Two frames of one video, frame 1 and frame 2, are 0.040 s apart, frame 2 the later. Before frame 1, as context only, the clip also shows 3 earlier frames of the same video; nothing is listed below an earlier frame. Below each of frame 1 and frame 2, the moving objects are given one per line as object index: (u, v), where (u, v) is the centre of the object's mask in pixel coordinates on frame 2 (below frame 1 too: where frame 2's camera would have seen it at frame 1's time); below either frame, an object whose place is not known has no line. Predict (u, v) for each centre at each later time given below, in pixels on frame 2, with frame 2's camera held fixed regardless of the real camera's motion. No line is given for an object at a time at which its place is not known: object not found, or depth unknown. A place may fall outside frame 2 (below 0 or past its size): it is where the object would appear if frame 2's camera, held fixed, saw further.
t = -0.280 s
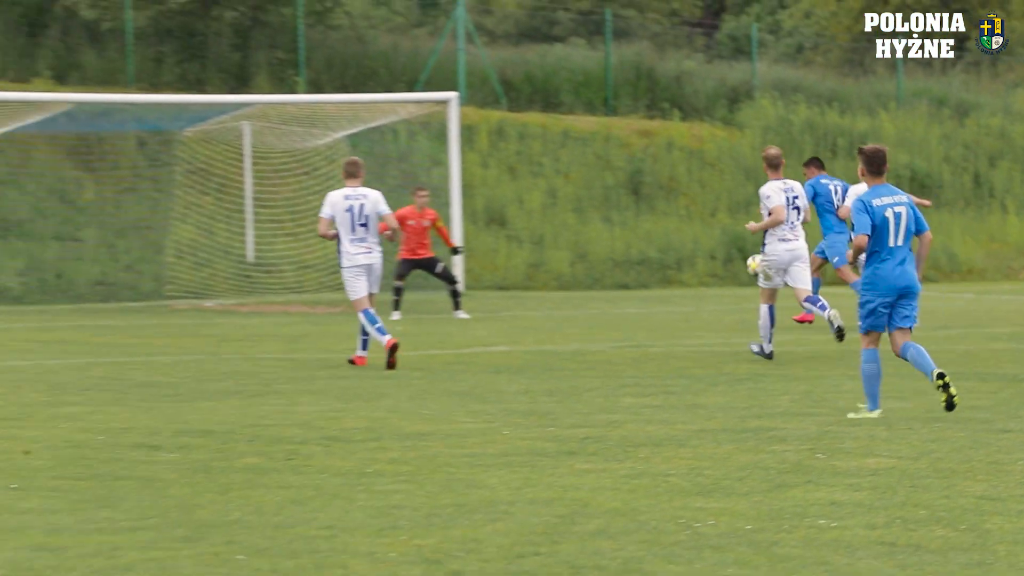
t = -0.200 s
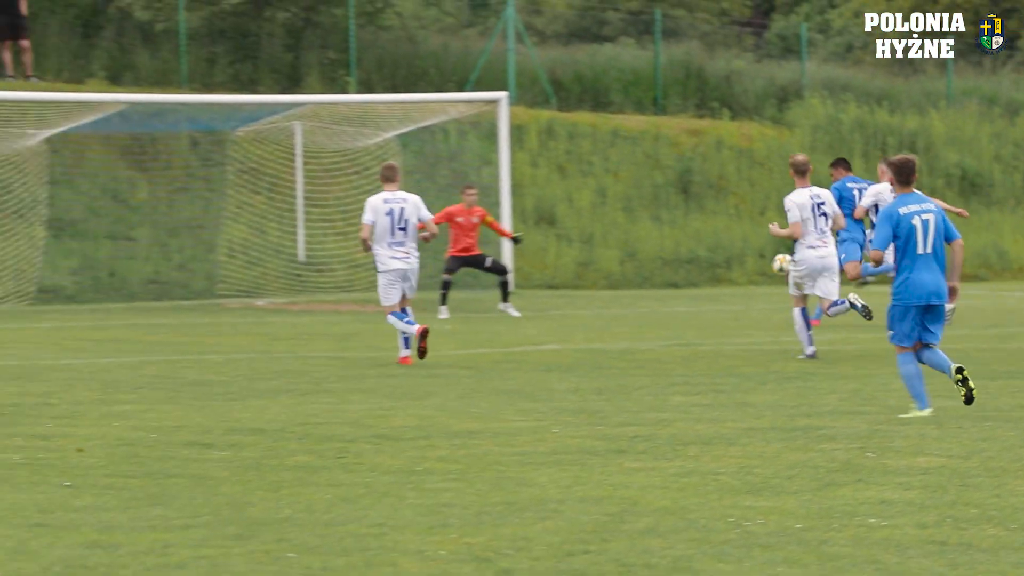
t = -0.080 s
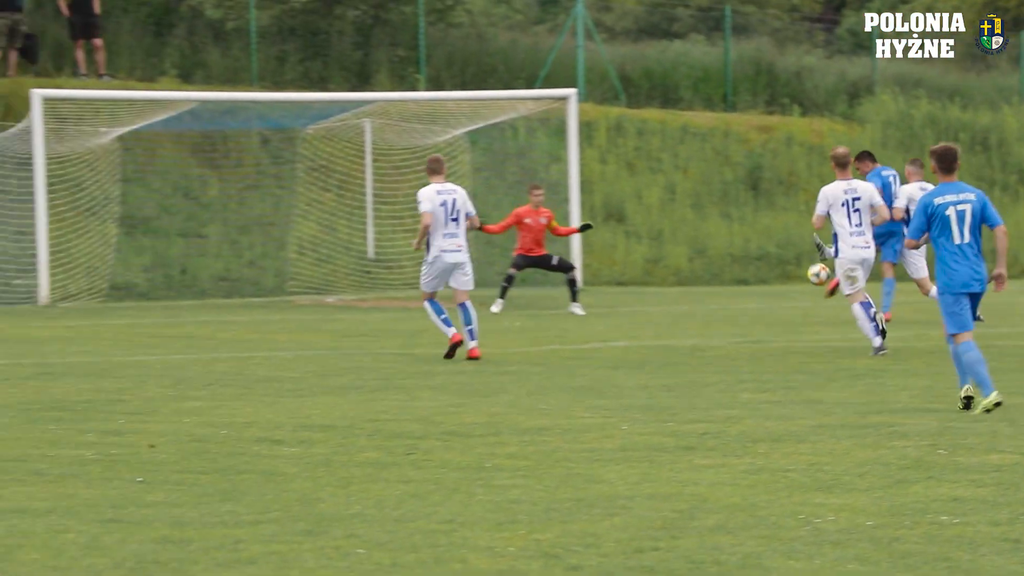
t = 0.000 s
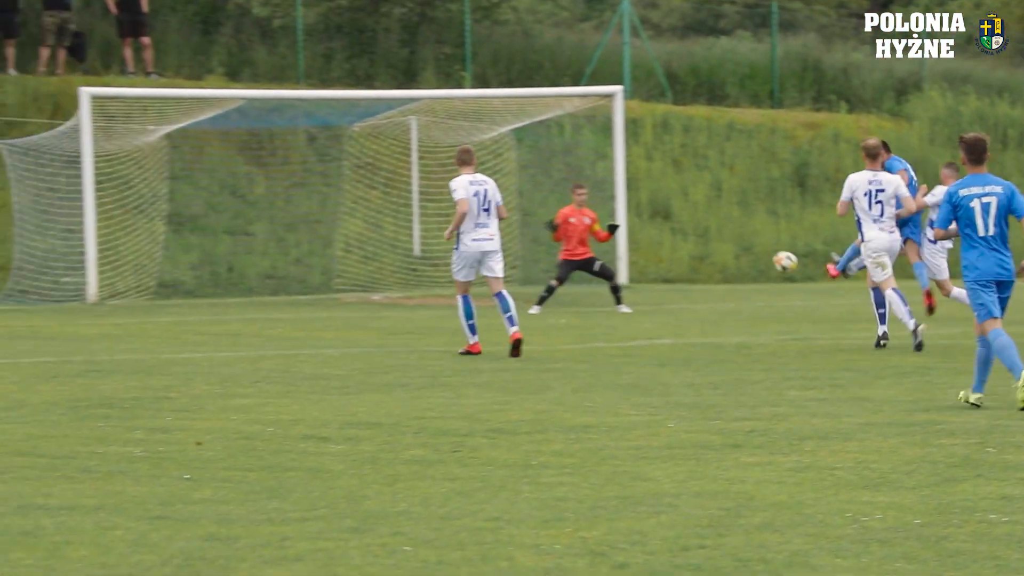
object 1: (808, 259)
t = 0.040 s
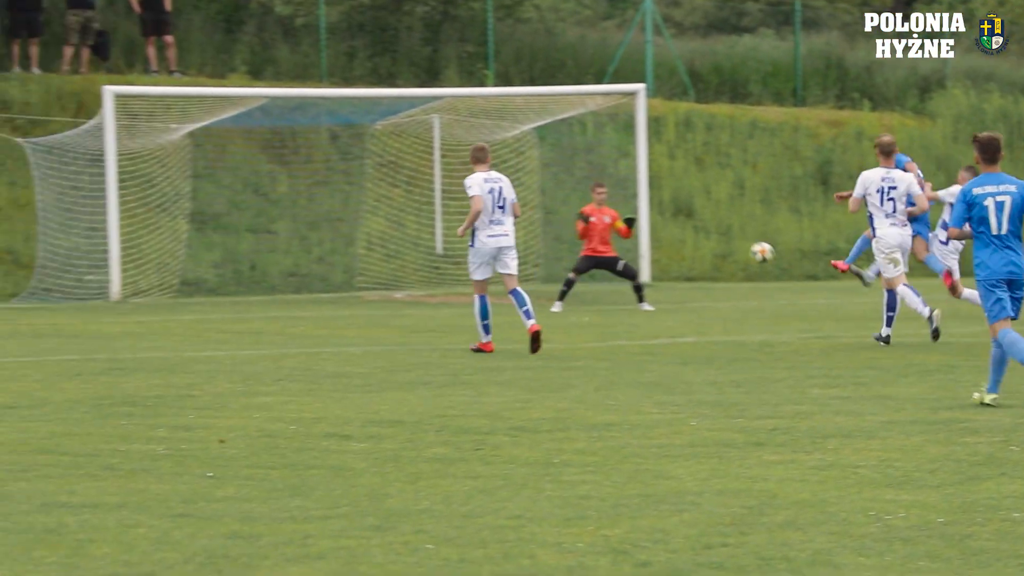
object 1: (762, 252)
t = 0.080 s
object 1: (717, 245)
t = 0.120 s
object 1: (674, 241)
